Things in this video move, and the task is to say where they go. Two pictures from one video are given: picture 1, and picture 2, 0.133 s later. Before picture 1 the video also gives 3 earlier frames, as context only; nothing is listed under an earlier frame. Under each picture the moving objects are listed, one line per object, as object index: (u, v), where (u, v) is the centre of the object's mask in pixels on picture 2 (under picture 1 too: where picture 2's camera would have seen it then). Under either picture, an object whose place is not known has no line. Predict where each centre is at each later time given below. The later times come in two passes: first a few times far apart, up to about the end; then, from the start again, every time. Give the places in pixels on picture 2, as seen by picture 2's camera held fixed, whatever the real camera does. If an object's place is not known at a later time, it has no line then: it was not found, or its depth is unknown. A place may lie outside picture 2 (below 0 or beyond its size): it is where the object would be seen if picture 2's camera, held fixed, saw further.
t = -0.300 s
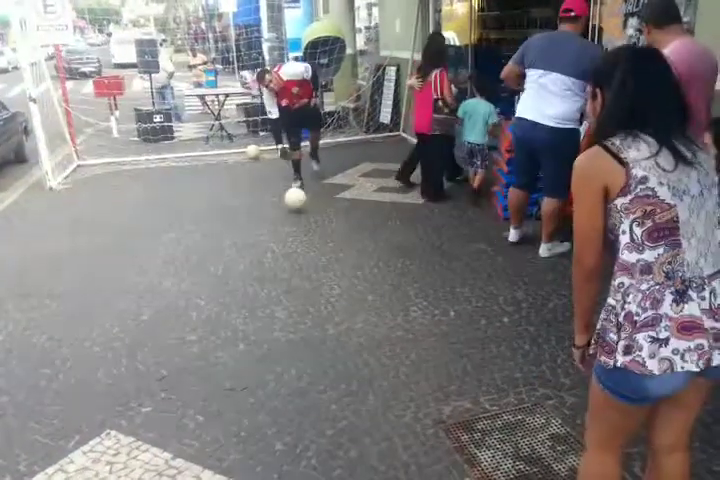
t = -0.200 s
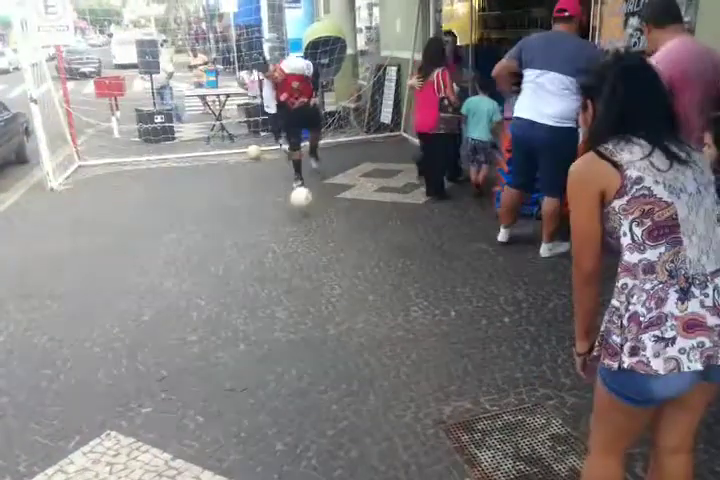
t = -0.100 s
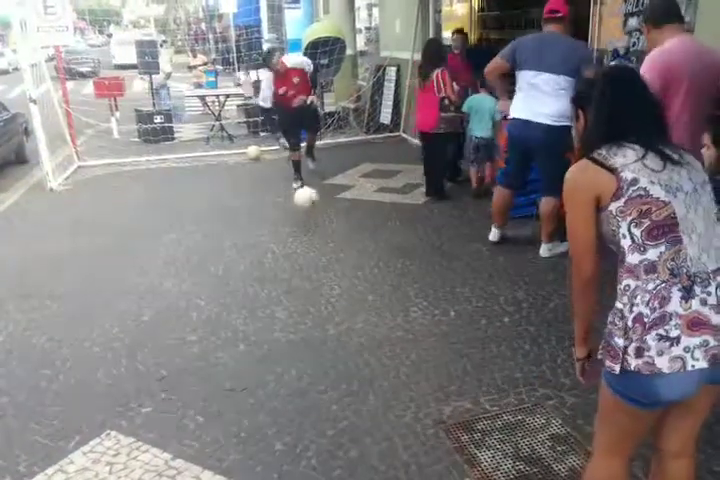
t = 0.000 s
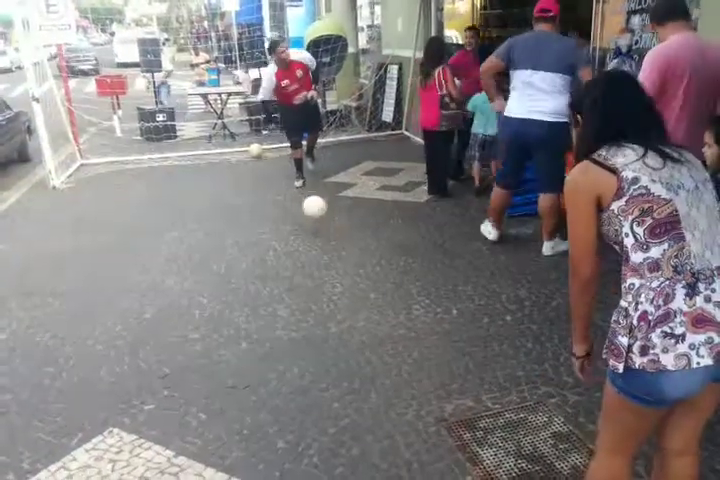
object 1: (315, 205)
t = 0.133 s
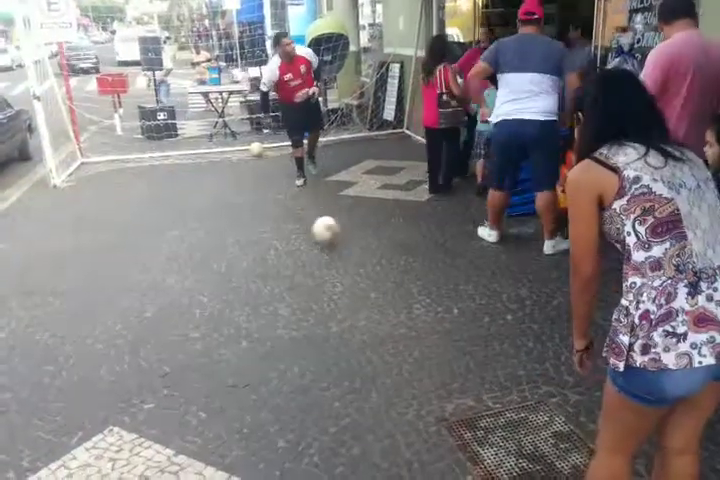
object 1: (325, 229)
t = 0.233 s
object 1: (333, 227)
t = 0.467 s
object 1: (359, 262)
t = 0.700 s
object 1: (387, 282)
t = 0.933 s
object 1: (421, 319)
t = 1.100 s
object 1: (452, 364)
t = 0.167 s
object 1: (327, 227)
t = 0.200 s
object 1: (331, 226)
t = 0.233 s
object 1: (333, 227)
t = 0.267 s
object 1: (336, 228)
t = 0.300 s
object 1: (339, 231)
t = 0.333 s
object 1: (343, 237)
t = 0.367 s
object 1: (347, 243)
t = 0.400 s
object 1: (351, 251)
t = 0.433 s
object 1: (356, 262)
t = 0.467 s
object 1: (359, 262)
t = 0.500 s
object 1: (361, 260)
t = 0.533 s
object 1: (365, 259)
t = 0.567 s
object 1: (369, 260)
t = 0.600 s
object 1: (373, 262)
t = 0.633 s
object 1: (377, 268)
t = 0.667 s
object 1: (383, 275)
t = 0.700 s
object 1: (387, 282)
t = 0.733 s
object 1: (391, 292)
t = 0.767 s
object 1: (397, 305)
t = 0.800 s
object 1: (401, 307)
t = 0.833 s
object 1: (405, 307)
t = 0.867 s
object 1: (409, 309)
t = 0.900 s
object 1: (415, 312)
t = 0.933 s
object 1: (421, 319)
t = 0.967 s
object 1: (428, 328)
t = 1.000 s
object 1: (434, 339)
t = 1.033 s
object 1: (440, 352)
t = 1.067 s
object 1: (446, 362)
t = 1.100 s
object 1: (452, 364)
